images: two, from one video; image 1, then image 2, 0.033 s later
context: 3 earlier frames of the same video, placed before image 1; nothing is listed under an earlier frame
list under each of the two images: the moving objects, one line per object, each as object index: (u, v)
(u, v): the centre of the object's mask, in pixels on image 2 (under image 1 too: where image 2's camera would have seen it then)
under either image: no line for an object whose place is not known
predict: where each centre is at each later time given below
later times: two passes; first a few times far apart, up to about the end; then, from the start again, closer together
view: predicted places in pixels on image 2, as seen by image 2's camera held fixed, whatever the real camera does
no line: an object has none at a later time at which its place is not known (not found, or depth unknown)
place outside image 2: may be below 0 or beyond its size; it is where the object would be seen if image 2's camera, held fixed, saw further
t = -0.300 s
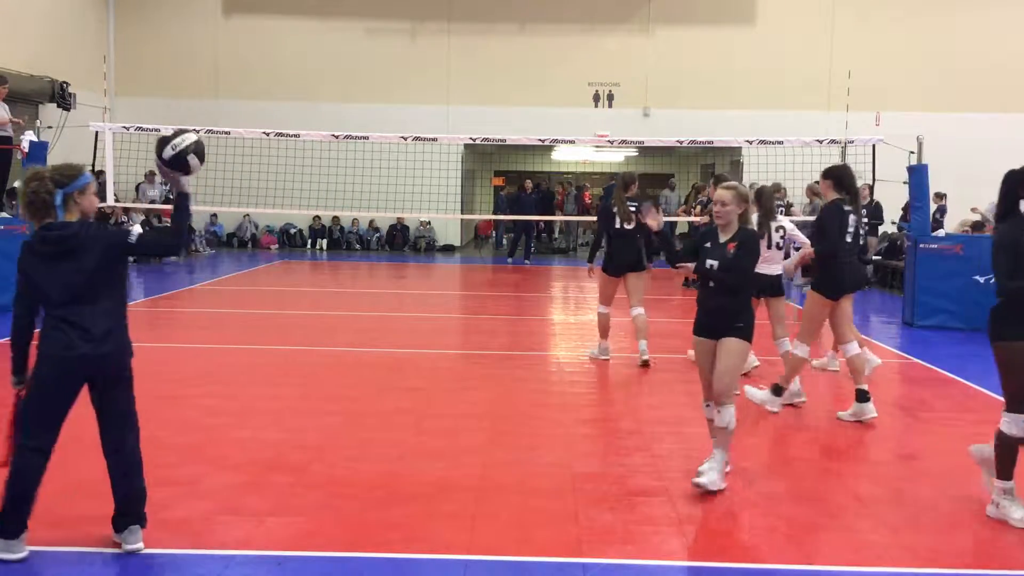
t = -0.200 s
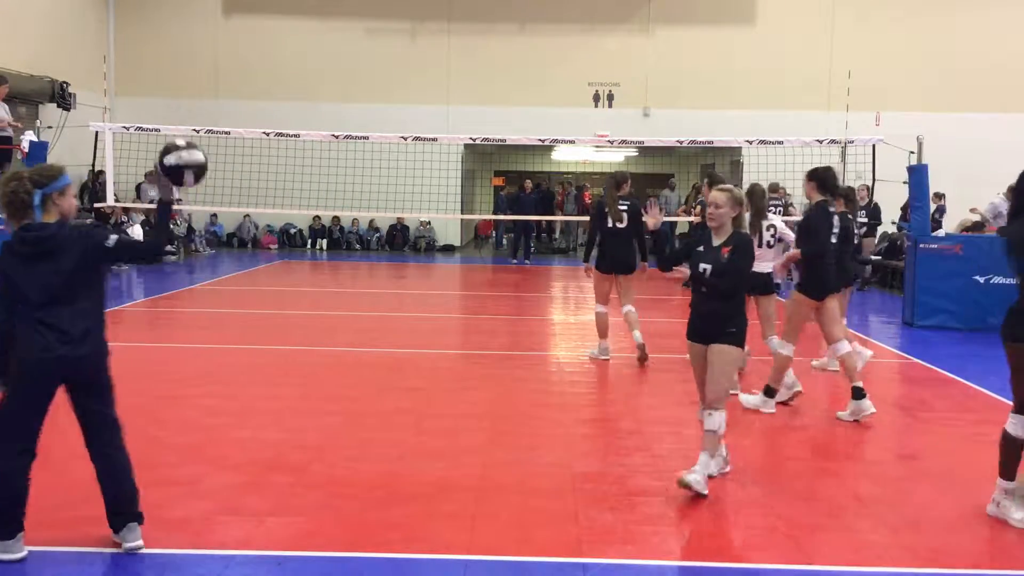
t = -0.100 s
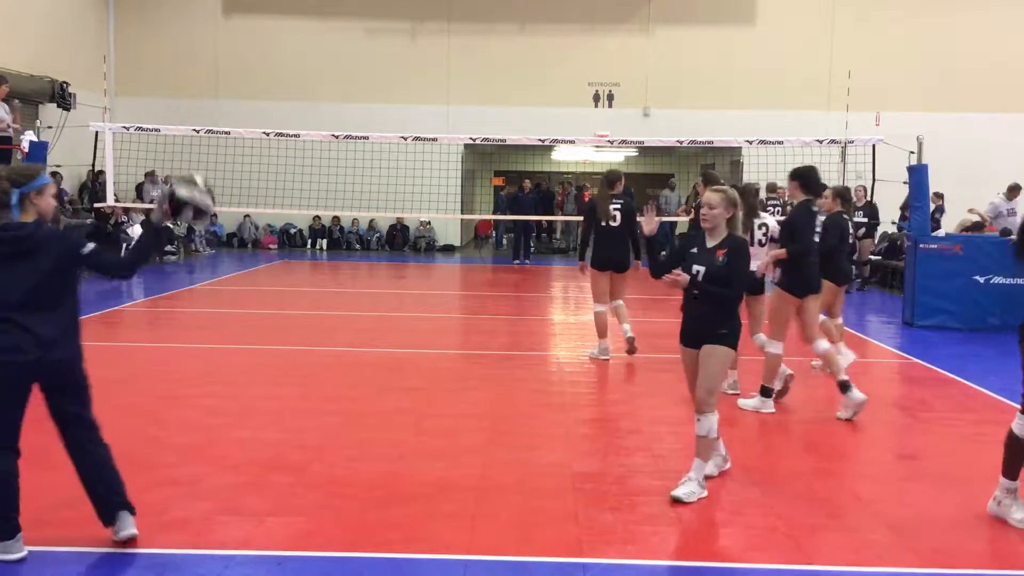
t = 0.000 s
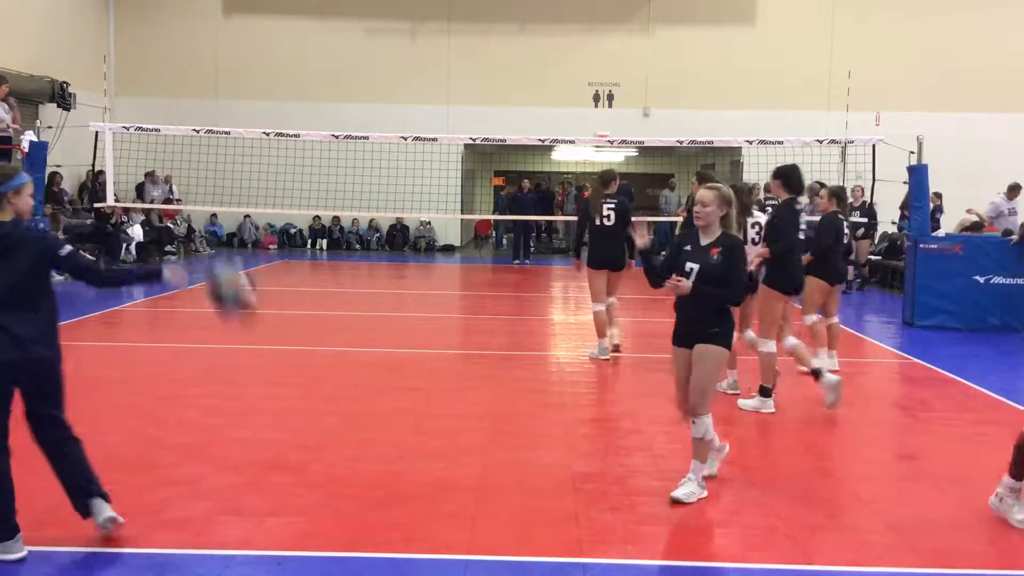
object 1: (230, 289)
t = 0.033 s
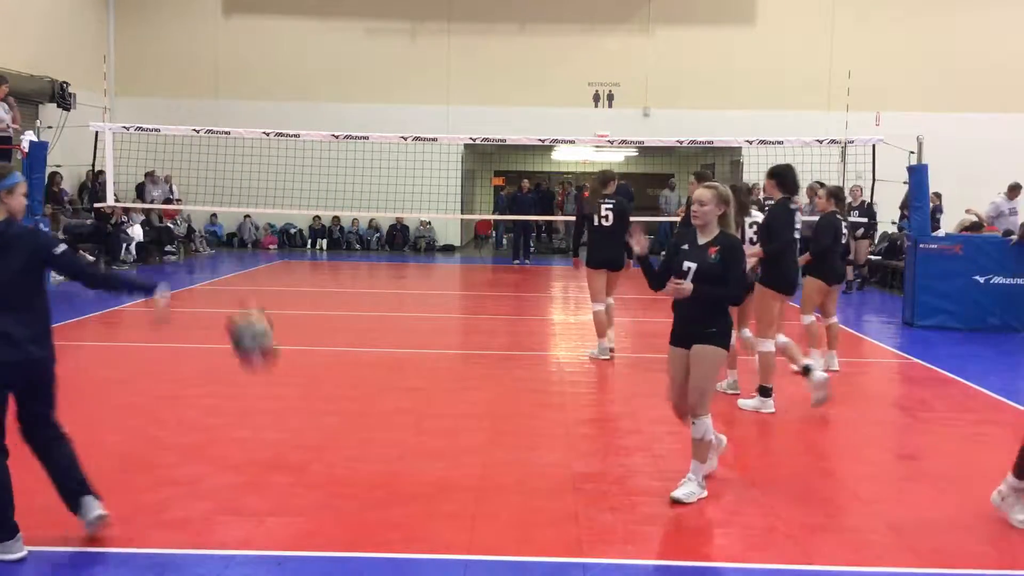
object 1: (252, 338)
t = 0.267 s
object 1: (352, 404)
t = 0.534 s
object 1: (422, 212)
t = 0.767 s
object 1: (481, 163)
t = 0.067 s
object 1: (272, 386)
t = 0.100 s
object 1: (290, 435)
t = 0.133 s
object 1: (309, 486)
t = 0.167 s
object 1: (324, 515)
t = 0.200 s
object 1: (333, 473)
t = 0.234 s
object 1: (343, 439)
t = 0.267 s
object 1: (352, 404)
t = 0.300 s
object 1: (360, 372)
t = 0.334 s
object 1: (370, 343)
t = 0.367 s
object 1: (379, 314)
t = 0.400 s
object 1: (387, 288)
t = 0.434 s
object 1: (397, 262)
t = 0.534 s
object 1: (422, 212)
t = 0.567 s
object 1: (430, 198)
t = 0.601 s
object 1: (439, 185)
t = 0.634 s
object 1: (447, 176)
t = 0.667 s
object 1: (456, 169)
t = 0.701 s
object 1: (465, 164)
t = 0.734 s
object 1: (473, 163)
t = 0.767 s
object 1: (481, 163)
